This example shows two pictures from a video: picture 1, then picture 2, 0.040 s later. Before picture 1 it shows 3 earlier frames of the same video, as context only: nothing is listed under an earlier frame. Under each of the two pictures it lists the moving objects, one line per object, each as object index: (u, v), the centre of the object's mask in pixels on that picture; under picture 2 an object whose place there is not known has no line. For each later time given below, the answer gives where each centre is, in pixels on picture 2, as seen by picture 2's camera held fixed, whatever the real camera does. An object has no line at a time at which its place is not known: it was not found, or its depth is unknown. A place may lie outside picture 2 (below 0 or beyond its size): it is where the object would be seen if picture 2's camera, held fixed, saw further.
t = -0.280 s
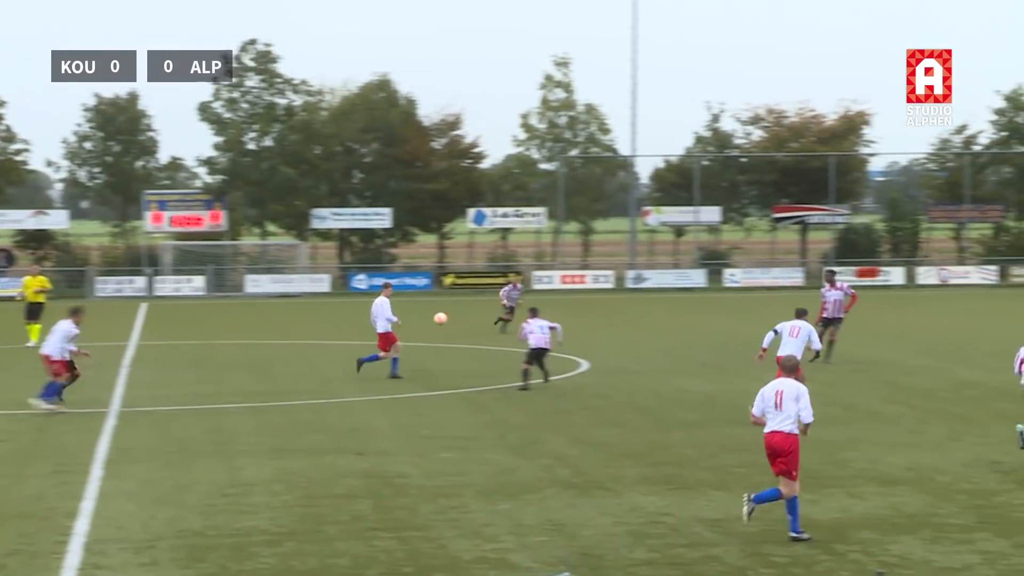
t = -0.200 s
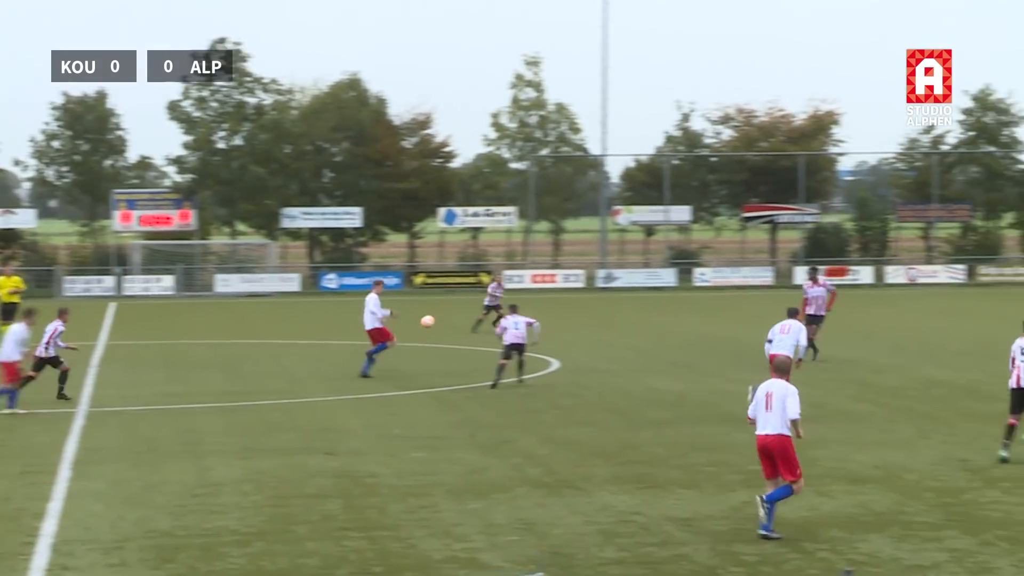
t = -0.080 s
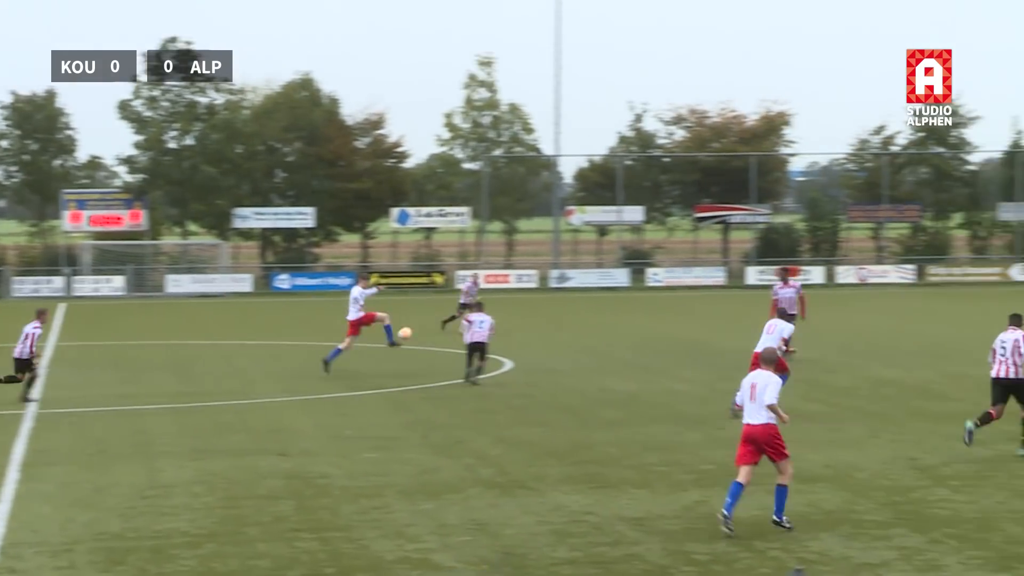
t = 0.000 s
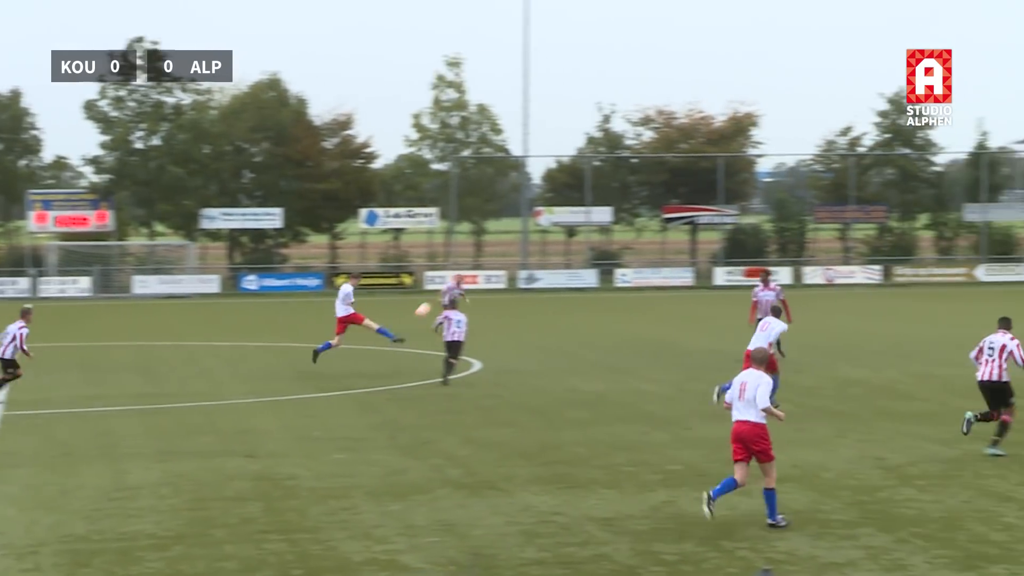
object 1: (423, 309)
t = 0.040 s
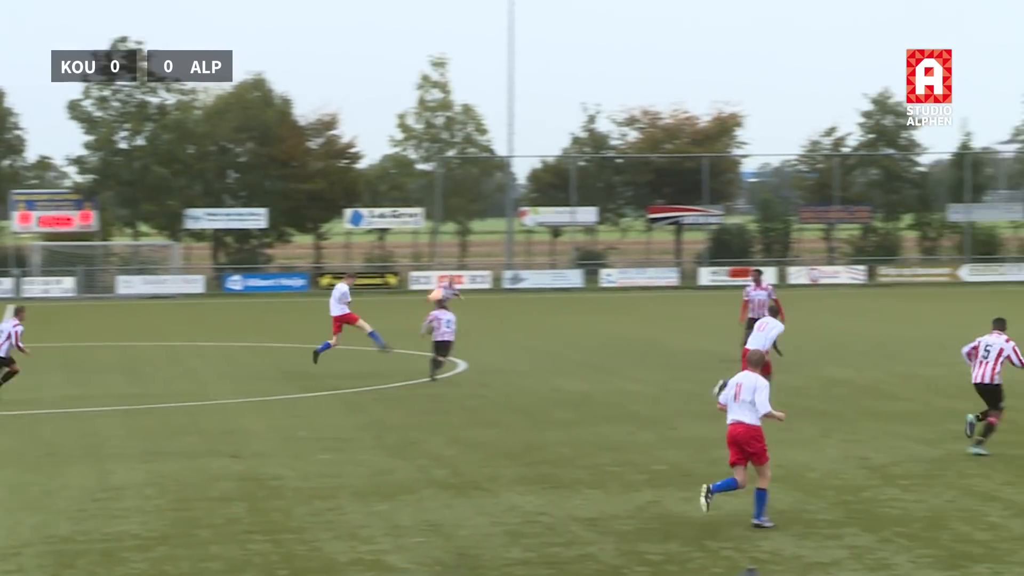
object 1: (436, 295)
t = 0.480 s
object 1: (732, 181)
